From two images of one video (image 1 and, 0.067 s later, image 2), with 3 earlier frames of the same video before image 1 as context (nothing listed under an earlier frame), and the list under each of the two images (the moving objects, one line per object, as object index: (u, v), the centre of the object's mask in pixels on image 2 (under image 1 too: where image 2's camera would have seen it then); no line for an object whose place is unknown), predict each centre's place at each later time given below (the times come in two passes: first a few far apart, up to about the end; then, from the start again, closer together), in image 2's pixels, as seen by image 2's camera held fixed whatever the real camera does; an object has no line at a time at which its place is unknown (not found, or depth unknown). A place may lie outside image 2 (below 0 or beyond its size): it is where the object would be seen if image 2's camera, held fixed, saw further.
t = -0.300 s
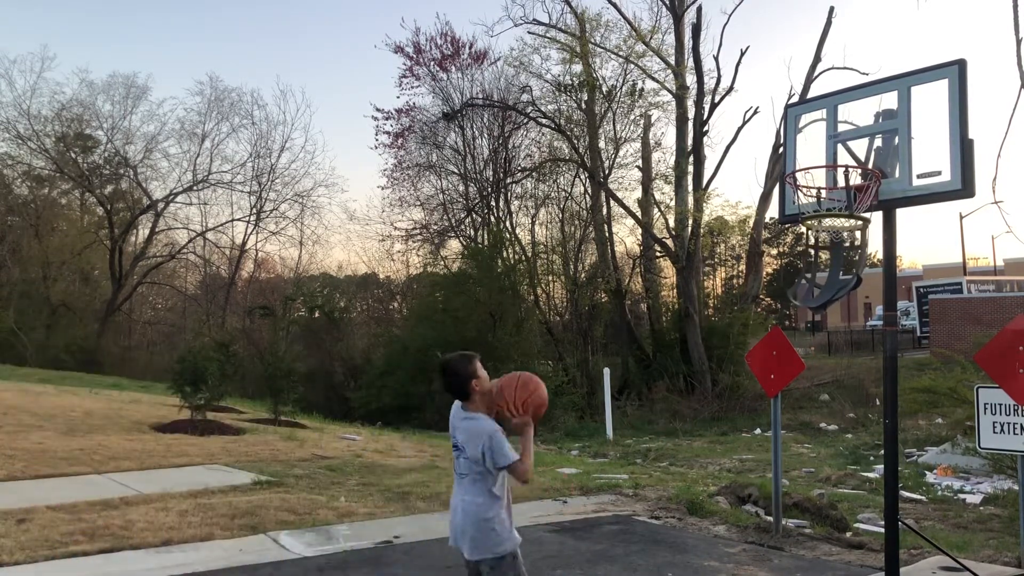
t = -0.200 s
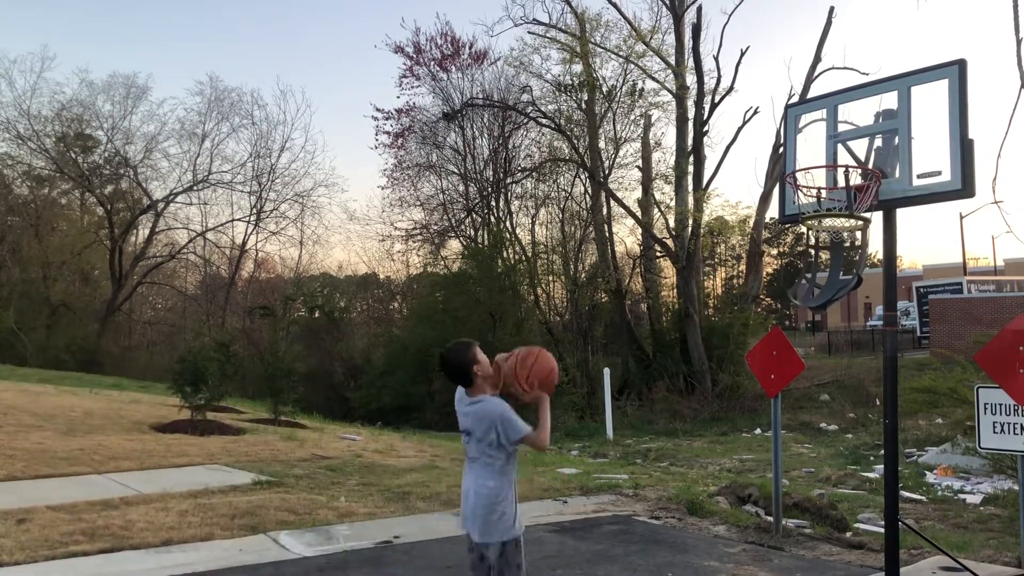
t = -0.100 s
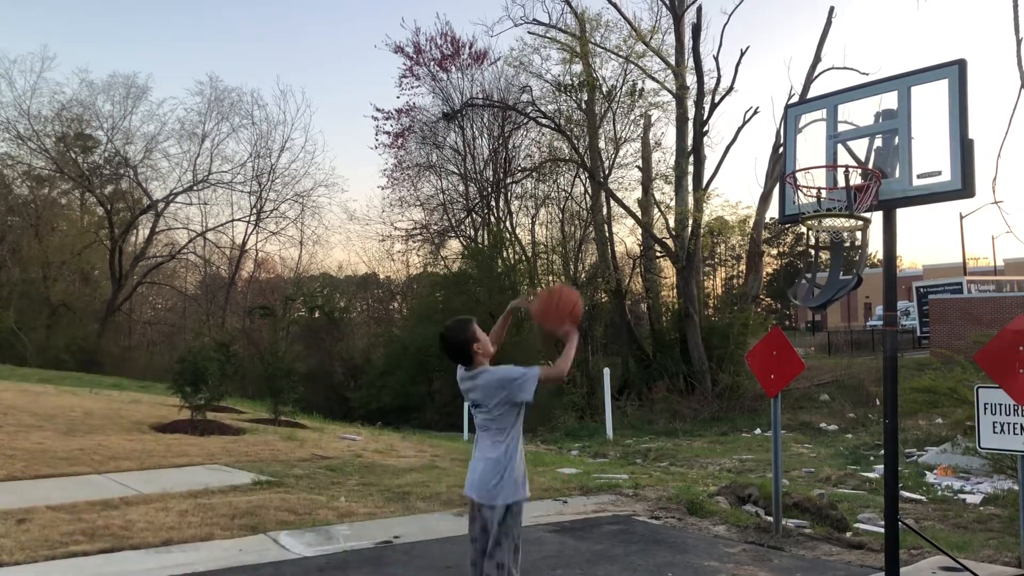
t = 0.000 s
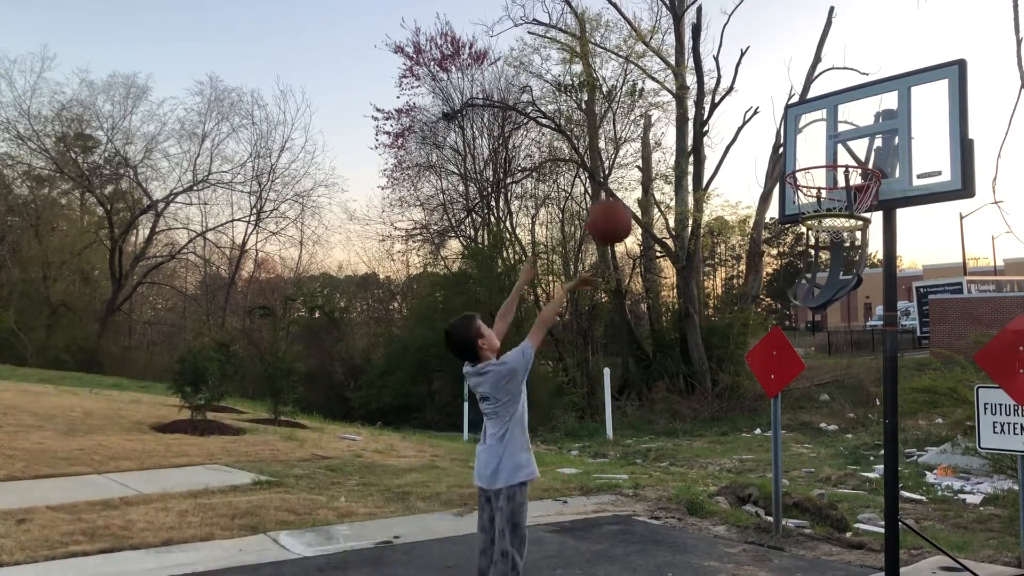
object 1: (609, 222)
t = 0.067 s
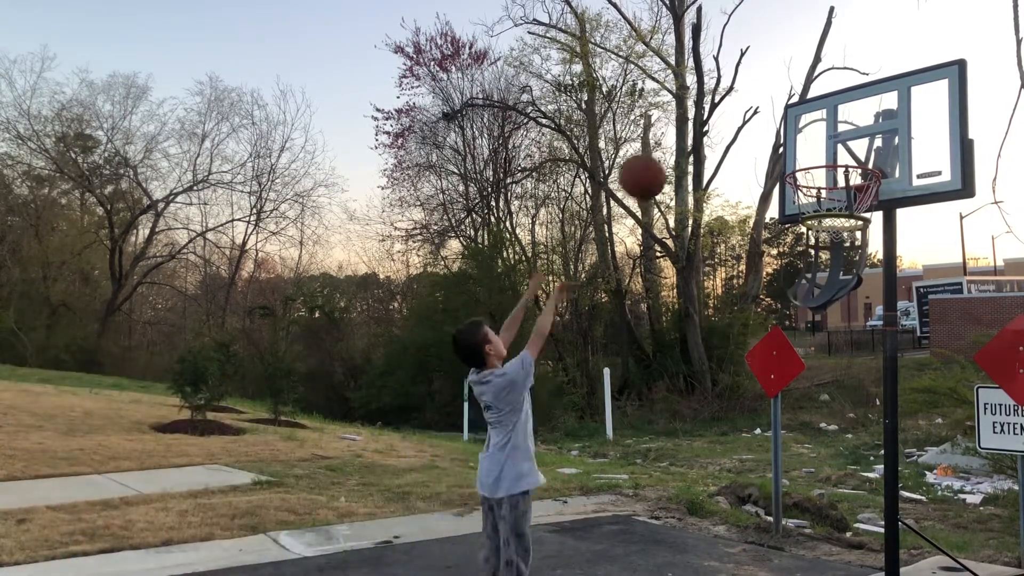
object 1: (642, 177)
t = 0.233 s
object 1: (720, 109)
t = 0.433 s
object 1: (802, 99)
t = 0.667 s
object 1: (825, 132)
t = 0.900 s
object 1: (824, 202)
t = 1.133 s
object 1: (833, 268)
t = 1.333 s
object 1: (823, 272)
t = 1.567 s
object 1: (801, 293)
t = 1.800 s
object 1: (771, 372)
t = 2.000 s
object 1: (743, 536)
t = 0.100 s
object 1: (658, 159)
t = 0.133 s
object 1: (674, 143)
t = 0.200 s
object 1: (705, 118)
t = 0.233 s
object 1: (720, 109)
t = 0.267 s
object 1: (735, 102)
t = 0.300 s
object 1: (749, 97)
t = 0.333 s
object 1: (762, 95)
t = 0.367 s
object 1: (776, 94)
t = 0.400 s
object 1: (789, 96)
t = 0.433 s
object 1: (802, 99)
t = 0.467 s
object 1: (816, 104)
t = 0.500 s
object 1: (829, 111)
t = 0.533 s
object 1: (830, 113)
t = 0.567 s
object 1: (829, 115)
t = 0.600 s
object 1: (828, 118)
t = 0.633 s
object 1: (826, 124)
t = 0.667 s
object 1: (825, 132)
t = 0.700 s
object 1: (824, 141)
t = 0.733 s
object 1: (824, 154)
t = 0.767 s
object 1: (823, 168)
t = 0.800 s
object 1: (823, 186)
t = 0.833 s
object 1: (821, 199)
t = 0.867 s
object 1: (822, 201)
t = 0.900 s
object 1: (824, 202)
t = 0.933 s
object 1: (830, 235)
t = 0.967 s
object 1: (829, 234)
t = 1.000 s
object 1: (832, 241)
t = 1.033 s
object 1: (834, 246)
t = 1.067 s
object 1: (836, 254)
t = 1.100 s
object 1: (836, 263)
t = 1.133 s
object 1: (833, 268)
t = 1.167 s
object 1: (831, 270)
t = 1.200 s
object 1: (828, 268)
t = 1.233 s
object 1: (826, 269)
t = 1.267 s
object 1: (824, 269)
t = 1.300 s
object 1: (824, 270)
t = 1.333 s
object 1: (823, 272)
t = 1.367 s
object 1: (822, 279)
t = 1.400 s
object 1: (821, 285)
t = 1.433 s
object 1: (818, 288)
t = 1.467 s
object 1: (814, 289)
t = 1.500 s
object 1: (811, 290)
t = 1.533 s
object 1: (806, 290)
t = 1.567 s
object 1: (801, 293)
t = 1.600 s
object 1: (796, 298)
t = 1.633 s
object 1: (792, 305)
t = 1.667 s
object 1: (788, 313)
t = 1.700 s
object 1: (783, 324)
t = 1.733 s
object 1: (779, 338)
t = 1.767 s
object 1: (774, 354)
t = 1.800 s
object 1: (771, 372)
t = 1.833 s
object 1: (766, 393)
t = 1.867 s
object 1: (761, 416)
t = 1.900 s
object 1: (757, 441)
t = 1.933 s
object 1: (752, 470)
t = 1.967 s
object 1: (747, 502)
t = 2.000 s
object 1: (743, 536)
